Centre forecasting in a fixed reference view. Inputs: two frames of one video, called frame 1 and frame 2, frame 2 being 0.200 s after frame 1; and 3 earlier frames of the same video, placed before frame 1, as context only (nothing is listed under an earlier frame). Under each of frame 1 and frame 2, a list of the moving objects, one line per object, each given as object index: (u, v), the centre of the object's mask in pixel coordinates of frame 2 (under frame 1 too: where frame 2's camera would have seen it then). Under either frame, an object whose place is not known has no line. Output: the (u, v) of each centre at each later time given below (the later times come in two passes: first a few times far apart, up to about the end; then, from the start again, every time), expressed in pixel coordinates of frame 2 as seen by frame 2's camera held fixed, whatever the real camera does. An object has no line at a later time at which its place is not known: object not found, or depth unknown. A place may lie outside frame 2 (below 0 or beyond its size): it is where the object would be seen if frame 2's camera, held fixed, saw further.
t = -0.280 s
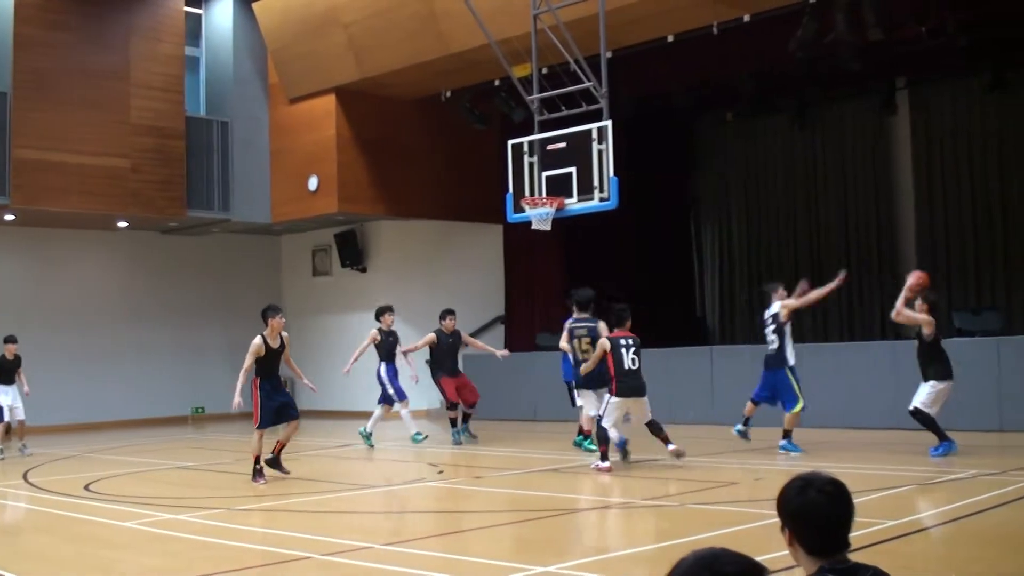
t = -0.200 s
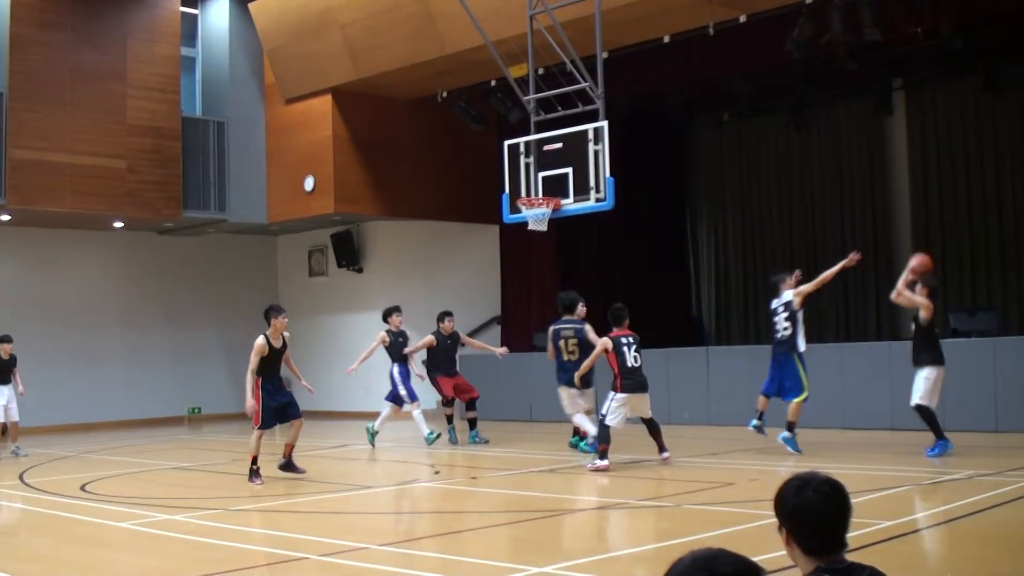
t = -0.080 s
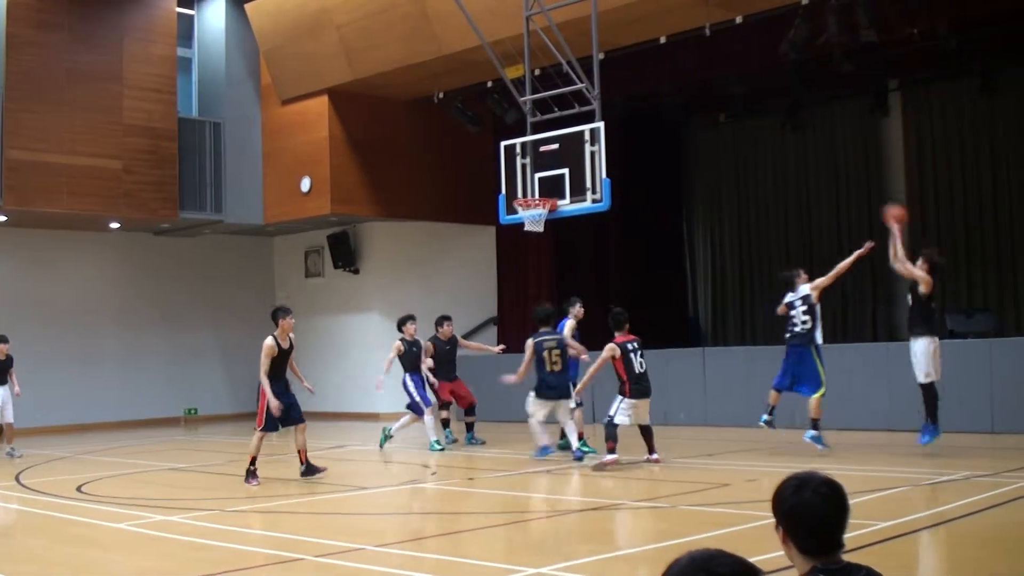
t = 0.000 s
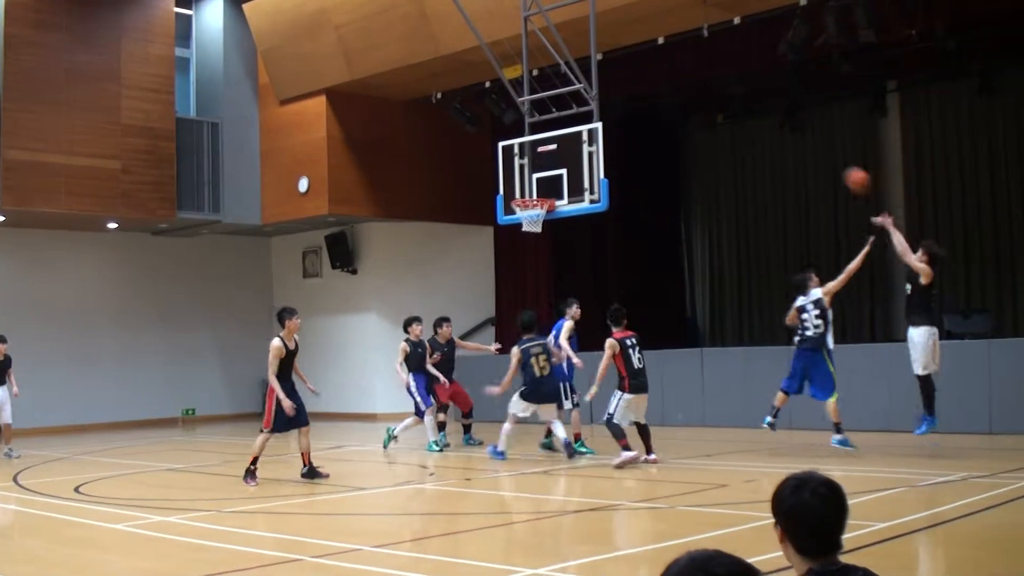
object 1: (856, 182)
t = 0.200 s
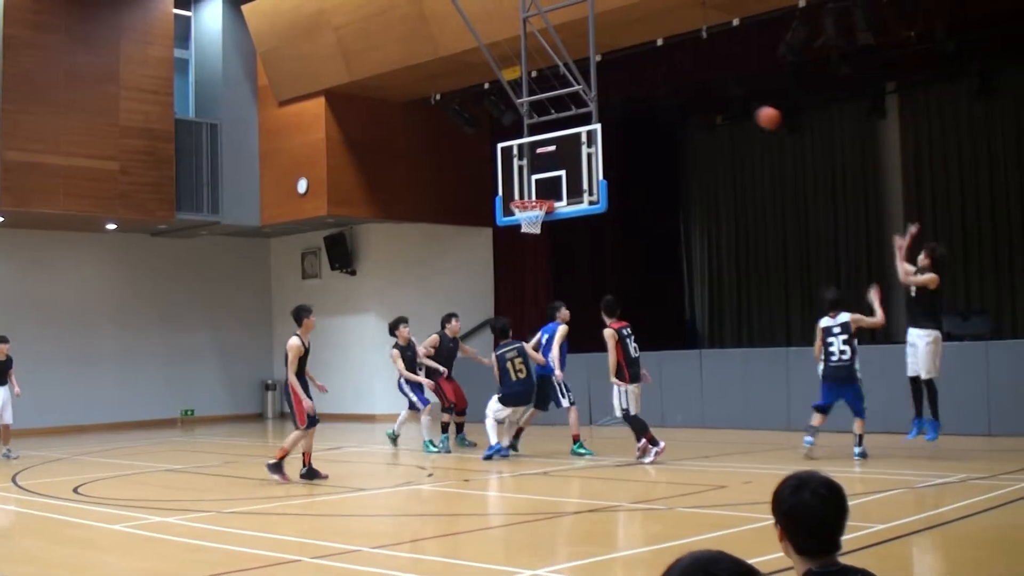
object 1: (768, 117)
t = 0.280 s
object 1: (735, 104)
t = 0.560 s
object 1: (630, 98)
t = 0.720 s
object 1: (576, 121)
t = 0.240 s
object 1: (751, 110)
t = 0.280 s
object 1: (735, 104)
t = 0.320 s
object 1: (719, 99)
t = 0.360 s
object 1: (704, 95)
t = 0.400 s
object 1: (688, 93)
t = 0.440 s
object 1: (673, 92)
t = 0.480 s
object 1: (659, 93)
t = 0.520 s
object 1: (644, 95)
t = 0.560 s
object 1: (630, 98)
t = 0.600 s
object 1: (616, 102)
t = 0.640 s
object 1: (604, 107)
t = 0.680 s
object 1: (589, 114)
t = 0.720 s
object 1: (576, 121)
